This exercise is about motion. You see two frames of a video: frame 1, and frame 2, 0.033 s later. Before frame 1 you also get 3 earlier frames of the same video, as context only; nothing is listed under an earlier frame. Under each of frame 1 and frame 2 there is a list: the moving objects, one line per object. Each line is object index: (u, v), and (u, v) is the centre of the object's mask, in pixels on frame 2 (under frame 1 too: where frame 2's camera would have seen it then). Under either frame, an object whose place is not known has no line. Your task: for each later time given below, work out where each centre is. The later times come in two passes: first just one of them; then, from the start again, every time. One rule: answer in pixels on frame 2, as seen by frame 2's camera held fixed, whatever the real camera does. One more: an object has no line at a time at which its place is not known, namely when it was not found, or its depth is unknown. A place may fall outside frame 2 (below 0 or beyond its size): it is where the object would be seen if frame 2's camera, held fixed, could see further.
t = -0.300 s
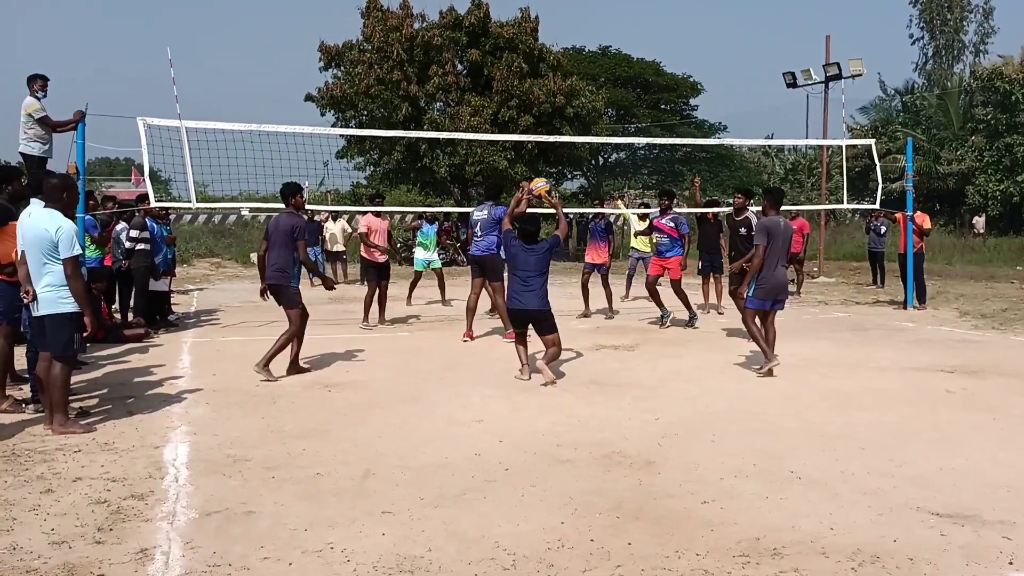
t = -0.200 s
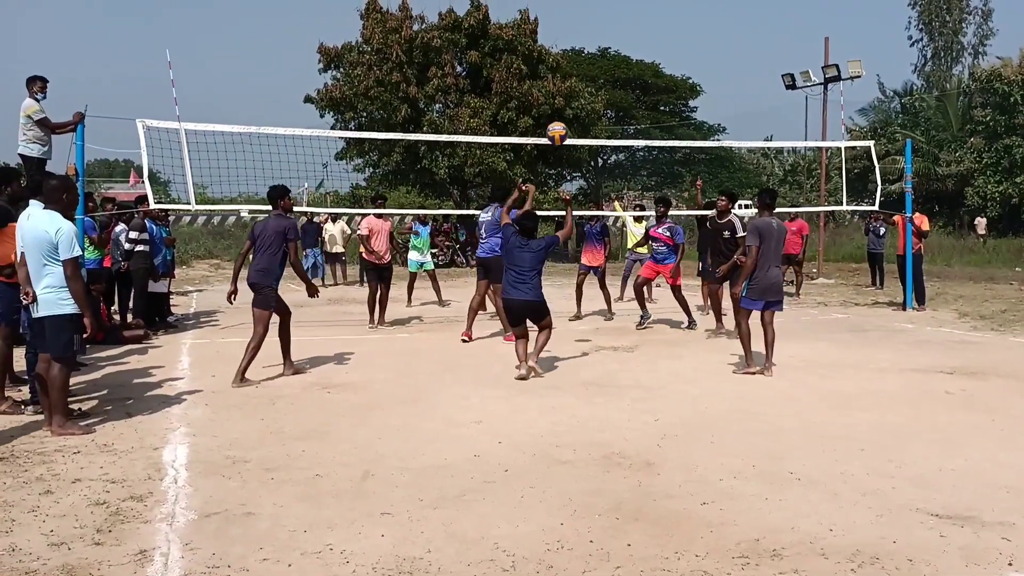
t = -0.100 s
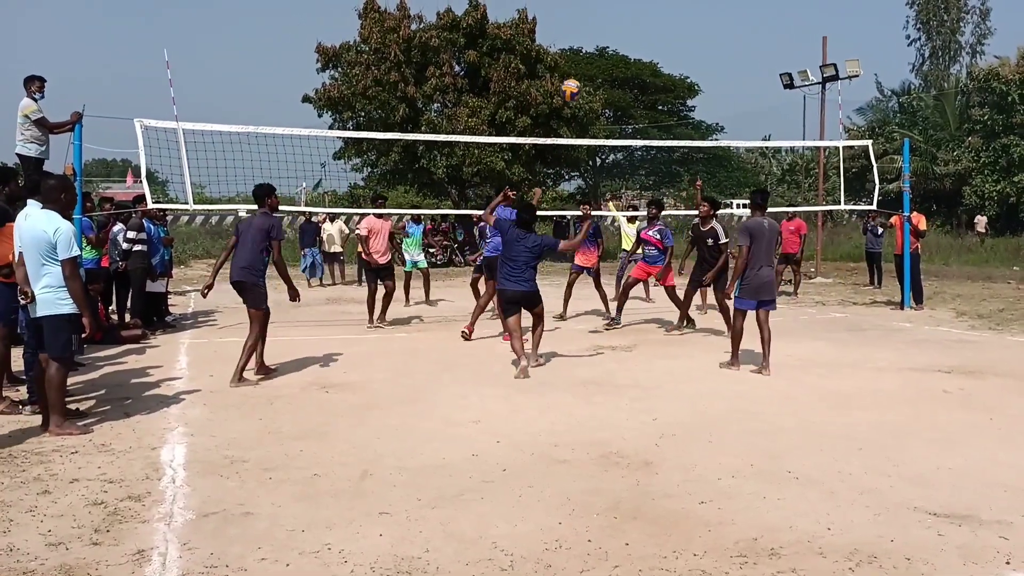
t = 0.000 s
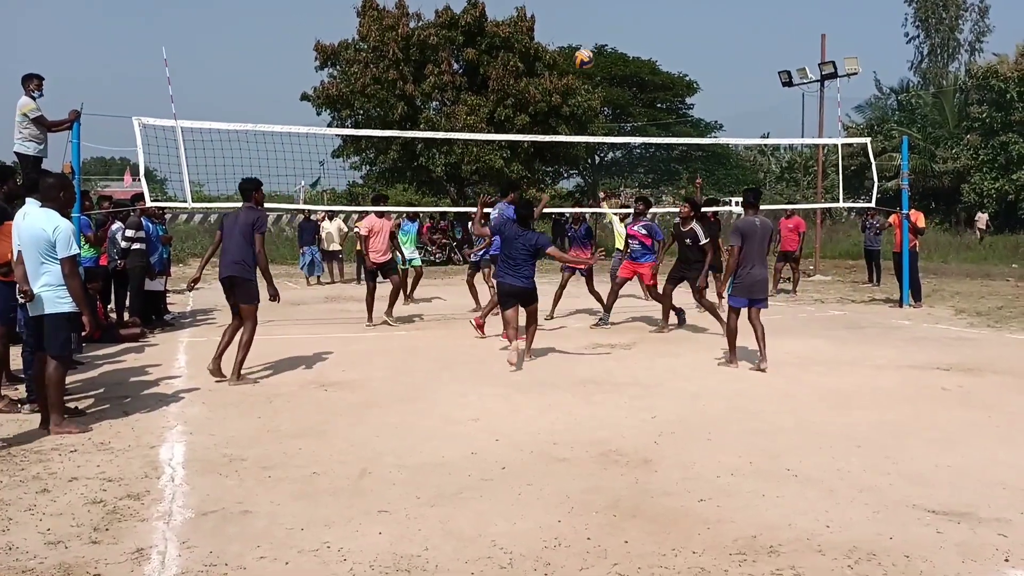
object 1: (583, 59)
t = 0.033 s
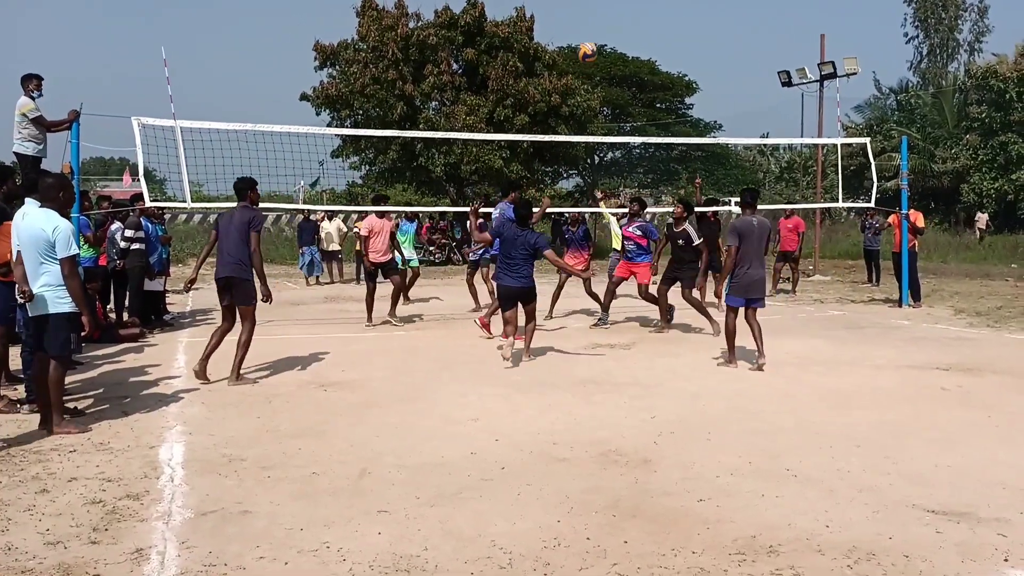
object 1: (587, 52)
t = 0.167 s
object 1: (602, 37)
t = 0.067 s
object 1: (591, 47)
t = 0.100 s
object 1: (596, 43)
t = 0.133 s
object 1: (599, 39)
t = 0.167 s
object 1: (602, 37)
